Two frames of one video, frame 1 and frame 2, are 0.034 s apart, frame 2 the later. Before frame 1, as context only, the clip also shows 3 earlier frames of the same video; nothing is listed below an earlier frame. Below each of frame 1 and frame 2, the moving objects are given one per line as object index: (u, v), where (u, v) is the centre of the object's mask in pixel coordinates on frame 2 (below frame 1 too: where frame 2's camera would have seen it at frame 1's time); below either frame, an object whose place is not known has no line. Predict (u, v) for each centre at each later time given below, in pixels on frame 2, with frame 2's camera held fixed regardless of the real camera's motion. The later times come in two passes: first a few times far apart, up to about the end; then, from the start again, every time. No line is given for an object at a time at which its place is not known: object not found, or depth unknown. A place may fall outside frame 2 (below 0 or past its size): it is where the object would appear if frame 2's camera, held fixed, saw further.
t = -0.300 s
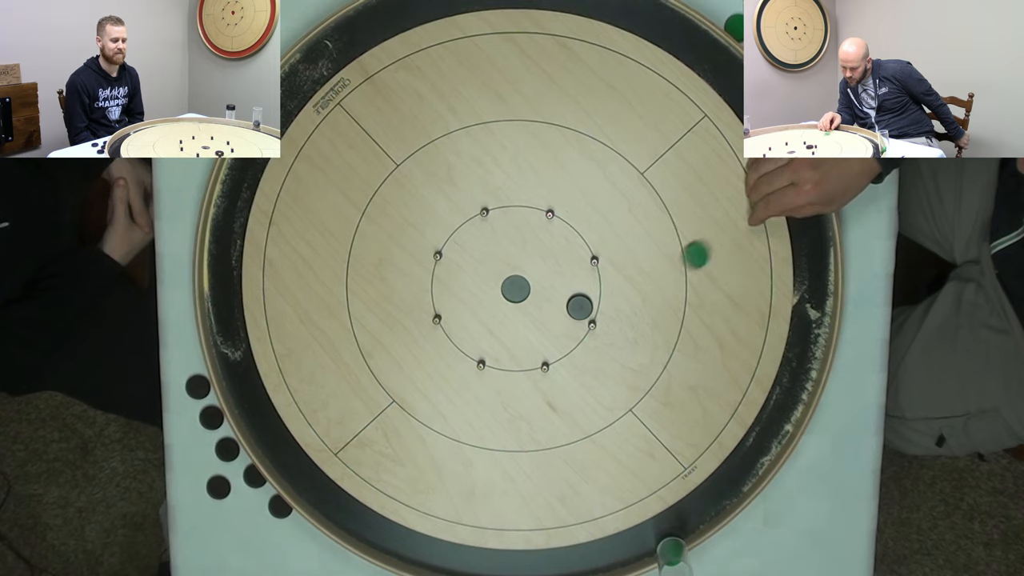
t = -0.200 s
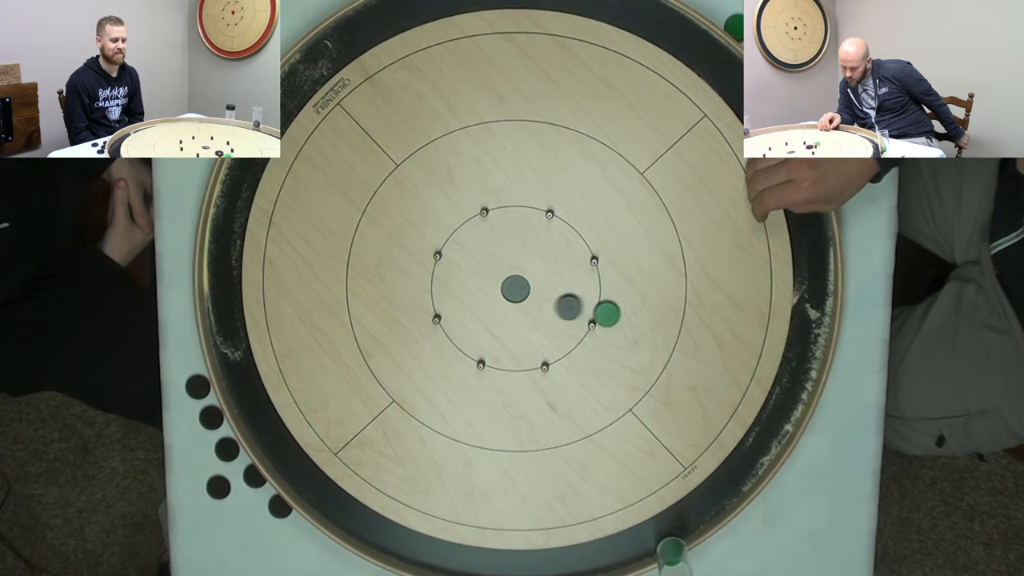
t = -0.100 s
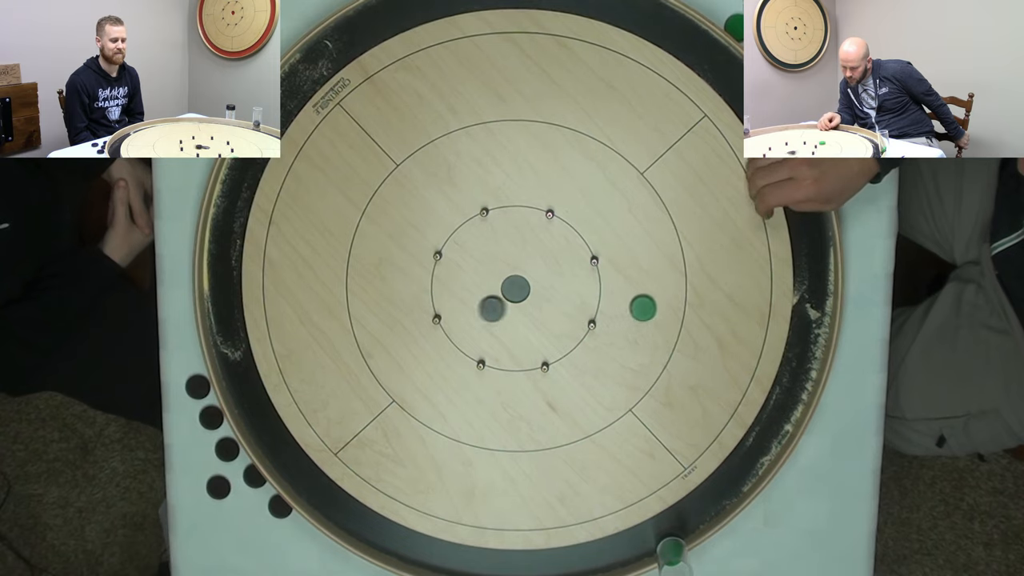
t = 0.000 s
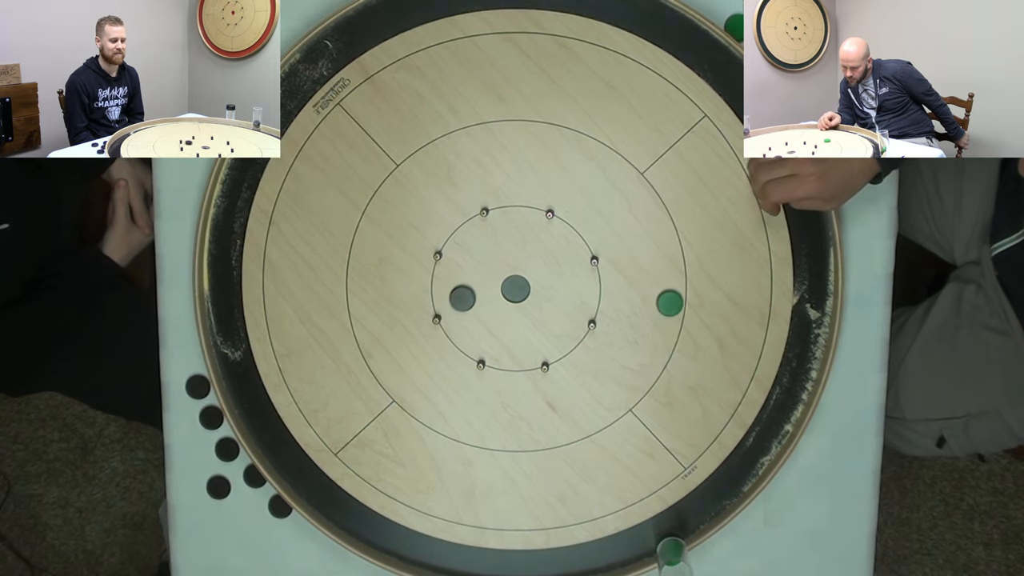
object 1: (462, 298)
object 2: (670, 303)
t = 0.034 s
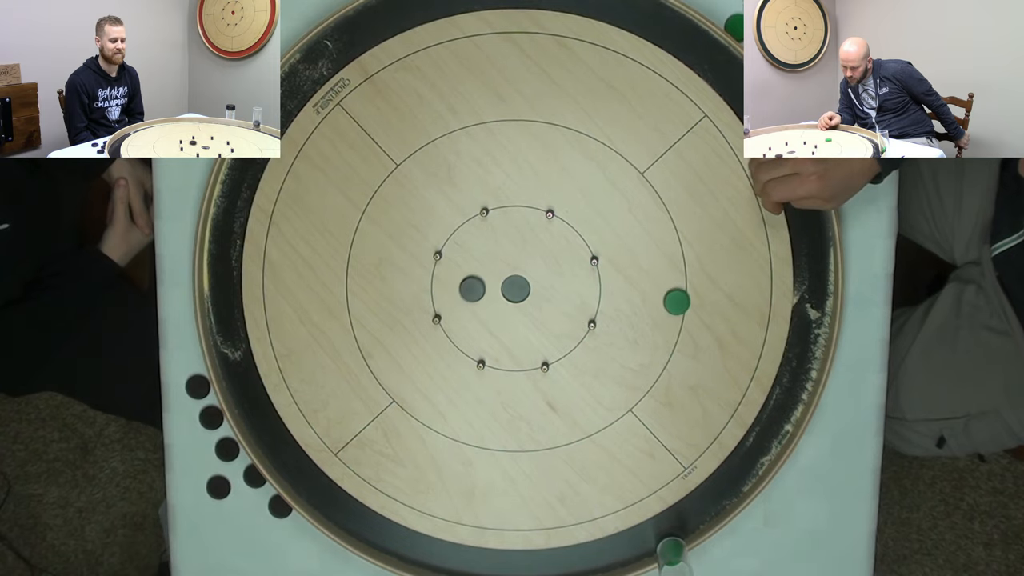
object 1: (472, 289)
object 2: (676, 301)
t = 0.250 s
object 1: (517, 246)
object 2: (702, 293)
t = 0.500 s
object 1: (533, 224)
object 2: (704, 291)
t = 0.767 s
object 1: (535, 225)
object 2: (704, 291)
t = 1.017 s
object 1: (535, 224)
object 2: (704, 292)
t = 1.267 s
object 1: (535, 224)
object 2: (704, 292)
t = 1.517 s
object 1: (535, 224)
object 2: (704, 292)
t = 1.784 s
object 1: (535, 224)
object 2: (704, 292)
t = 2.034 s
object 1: (535, 224)
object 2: (704, 292)
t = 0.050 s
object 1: (477, 284)
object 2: (679, 301)
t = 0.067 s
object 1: (481, 280)
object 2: (682, 300)
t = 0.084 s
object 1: (485, 276)
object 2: (685, 299)
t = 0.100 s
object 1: (490, 272)
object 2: (687, 299)
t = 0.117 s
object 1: (493, 269)
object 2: (690, 298)
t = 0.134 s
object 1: (497, 265)
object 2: (692, 298)
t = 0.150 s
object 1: (500, 262)
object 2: (694, 297)
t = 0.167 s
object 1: (503, 259)
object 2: (695, 296)
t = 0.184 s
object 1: (507, 256)
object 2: (697, 295)
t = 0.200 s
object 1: (509, 253)
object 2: (699, 295)
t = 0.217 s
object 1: (512, 251)
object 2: (700, 294)
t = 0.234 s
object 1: (515, 248)
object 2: (701, 294)
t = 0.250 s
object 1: (517, 246)
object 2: (702, 293)
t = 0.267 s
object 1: (519, 244)
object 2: (703, 293)
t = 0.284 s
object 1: (521, 241)
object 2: (703, 292)
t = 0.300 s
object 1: (523, 240)
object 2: (704, 292)
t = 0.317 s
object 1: (525, 238)
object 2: (704, 291)
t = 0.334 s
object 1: (526, 236)
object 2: (704, 291)
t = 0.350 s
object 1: (528, 235)
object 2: (704, 292)
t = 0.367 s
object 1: (529, 233)
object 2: (704, 292)
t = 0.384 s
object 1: (530, 232)
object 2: (704, 292)
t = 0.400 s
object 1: (531, 230)
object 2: (704, 292)
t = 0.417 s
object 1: (532, 229)
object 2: (704, 291)
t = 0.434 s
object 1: (532, 228)
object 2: (704, 292)
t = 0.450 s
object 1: (533, 227)
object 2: (704, 291)
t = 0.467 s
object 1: (533, 226)
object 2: (704, 292)
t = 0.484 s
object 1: (533, 225)
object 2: (704, 291)
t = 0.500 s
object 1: (533, 224)
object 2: (704, 291)
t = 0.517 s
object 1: (533, 224)
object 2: (704, 291)
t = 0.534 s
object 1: (533, 223)
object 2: (704, 291)
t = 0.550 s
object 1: (533, 223)
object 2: (704, 291)
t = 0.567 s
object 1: (533, 223)
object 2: (704, 291)
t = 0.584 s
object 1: (533, 223)
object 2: (704, 292)
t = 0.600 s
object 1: (533, 223)
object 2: (704, 291)
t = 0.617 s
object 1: (533, 223)
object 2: (704, 291)
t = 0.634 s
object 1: (533, 223)
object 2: (704, 291)
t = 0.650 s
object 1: (533, 223)
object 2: (704, 291)
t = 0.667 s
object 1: (534, 223)
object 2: (704, 291)
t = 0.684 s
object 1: (534, 223)
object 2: (704, 291)
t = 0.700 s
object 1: (535, 224)
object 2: (704, 291)
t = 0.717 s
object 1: (534, 224)
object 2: (704, 292)
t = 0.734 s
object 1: (534, 225)
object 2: (704, 291)
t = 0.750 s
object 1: (534, 225)
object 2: (704, 292)
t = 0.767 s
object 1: (535, 225)
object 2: (704, 291)
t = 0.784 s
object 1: (535, 225)
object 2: (704, 292)
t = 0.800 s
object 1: (535, 225)
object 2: (704, 291)
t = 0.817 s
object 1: (535, 225)
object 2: (704, 292)
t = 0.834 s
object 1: (535, 225)
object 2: (704, 291)
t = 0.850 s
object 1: (535, 225)
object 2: (704, 291)
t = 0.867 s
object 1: (535, 225)
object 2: (704, 292)
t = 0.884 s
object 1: (535, 225)
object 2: (704, 292)
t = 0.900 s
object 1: (535, 225)
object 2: (704, 292)
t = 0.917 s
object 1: (535, 225)
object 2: (704, 292)
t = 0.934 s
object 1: (535, 225)
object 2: (704, 292)
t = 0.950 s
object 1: (535, 224)
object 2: (704, 292)
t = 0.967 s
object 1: (535, 224)
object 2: (704, 292)
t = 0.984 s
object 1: (535, 224)
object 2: (704, 292)
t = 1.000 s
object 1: (535, 224)
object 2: (704, 292)
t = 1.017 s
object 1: (535, 224)
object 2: (704, 292)
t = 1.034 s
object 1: (535, 224)
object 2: (704, 292)
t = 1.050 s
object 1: (535, 224)
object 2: (704, 291)
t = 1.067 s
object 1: (535, 224)
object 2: (704, 292)
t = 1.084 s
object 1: (535, 224)
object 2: (704, 291)
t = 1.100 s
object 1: (535, 224)
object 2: (704, 291)
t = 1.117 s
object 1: (535, 224)
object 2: (704, 292)
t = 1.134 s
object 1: (535, 224)
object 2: (704, 292)
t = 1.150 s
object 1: (535, 224)
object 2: (704, 292)
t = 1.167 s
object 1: (535, 224)
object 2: (704, 292)
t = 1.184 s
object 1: (535, 224)
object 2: (704, 292)
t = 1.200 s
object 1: (535, 224)
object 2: (704, 291)
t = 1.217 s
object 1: (535, 224)
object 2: (704, 291)
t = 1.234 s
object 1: (535, 224)
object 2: (704, 291)
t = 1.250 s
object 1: (535, 224)
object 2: (704, 291)
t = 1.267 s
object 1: (535, 224)
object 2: (704, 292)
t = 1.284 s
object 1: (535, 224)
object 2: (704, 291)
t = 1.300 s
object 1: (535, 224)
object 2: (704, 292)
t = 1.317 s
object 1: (535, 224)
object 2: (704, 292)
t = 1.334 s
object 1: (535, 224)
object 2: (704, 292)
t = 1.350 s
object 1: (535, 224)
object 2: (704, 292)
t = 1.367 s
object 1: (535, 224)
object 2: (704, 292)
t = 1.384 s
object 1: (535, 224)
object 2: (704, 292)
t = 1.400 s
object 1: (535, 224)
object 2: (704, 291)
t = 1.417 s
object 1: (535, 224)
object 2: (704, 291)
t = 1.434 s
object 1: (535, 224)
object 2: (704, 291)
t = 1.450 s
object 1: (535, 224)
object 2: (704, 291)
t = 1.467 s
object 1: (535, 224)
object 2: (704, 292)
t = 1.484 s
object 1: (535, 224)
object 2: (704, 292)
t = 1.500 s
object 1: (535, 224)
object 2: (704, 291)
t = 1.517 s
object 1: (535, 224)
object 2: (704, 292)
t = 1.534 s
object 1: (535, 224)
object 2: (704, 291)
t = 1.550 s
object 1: (535, 224)
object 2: (704, 291)
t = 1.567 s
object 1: (535, 224)
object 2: (704, 291)
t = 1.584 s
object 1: (535, 224)
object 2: (704, 292)
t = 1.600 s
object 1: (535, 224)
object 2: (704, 292)
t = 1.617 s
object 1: (535, 224)
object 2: (704, 292)
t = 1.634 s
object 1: (535, 224)
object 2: (704, 292)
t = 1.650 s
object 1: (535, 224)
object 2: (704, 291)
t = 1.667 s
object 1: (535, 224)
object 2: (704, 292)
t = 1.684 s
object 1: (535, 224)
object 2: (704, 292)
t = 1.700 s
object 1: (535, 224)
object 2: (704, 292)
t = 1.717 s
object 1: (535, 224)
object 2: (704, 292)
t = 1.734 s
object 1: (535, 224)
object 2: (704, 292)
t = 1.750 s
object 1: (535, 224)
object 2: (704, 292)
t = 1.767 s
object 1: (535, 224)
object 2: (704, 292)
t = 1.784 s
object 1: (535, 224)
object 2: (704, 292)
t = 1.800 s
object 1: (535, 224)
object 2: (704, 292)
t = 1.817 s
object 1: (535, 224)
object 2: (704, 292)
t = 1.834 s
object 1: (535, 224)
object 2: (704, 292)
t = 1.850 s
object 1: (535, 224)
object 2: (704, 292)
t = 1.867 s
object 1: (535, 224)
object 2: (704, 292)
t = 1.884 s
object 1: (535, 224)
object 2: (704, 292)
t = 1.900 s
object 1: (535, 224)
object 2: (704, 292)
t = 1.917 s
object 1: (535, 224)
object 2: (704, 292)
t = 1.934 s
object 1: (535, 224)
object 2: (704, 292)
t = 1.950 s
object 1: (535, 224)
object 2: (704, 292)
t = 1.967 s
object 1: (535, 224)
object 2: (704, 292)
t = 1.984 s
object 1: (535, 224)
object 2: (704, 292)
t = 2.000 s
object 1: (535, 224)
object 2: (704, 292)
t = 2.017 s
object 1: (535, 224)
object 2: (704, 292)
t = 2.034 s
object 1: (535, 224)
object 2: (704, 292)
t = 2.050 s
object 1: (535, 224)
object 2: (704, 292)
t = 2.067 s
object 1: (535, 224)
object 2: (704, 292)
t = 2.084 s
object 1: (535, 224)
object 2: (704, 292)
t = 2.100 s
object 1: (535, 224)
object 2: (704, 292)
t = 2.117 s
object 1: (535, 224)
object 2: (704, 292)
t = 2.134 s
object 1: (535, 224)
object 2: (704, 292)
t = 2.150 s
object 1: (535, 224)
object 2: (704, 292)
